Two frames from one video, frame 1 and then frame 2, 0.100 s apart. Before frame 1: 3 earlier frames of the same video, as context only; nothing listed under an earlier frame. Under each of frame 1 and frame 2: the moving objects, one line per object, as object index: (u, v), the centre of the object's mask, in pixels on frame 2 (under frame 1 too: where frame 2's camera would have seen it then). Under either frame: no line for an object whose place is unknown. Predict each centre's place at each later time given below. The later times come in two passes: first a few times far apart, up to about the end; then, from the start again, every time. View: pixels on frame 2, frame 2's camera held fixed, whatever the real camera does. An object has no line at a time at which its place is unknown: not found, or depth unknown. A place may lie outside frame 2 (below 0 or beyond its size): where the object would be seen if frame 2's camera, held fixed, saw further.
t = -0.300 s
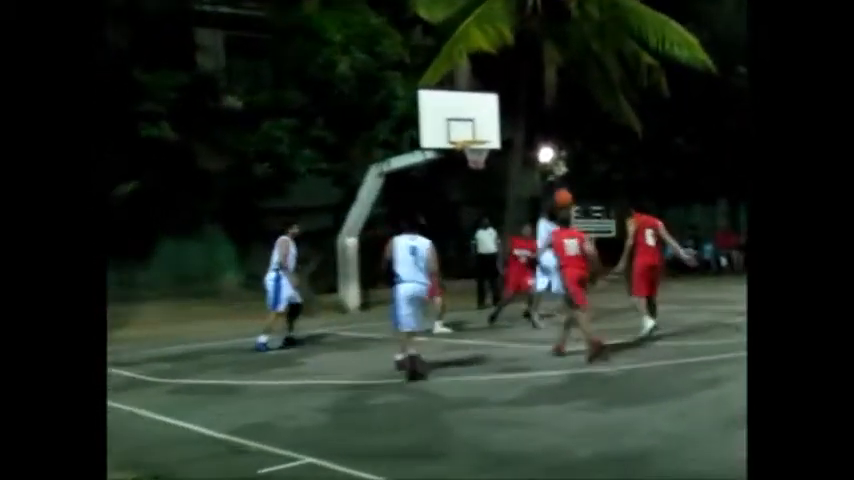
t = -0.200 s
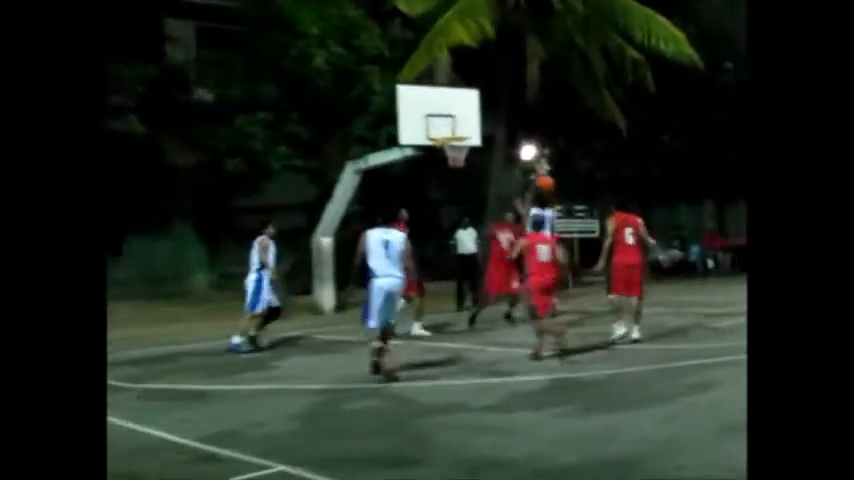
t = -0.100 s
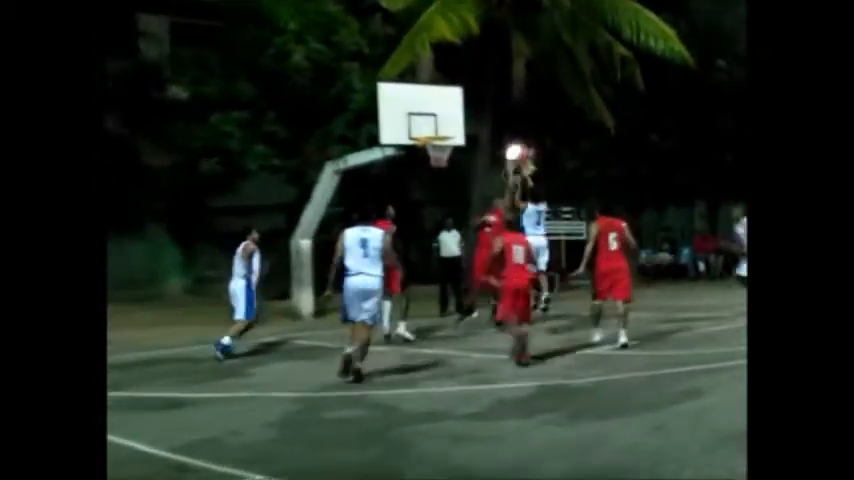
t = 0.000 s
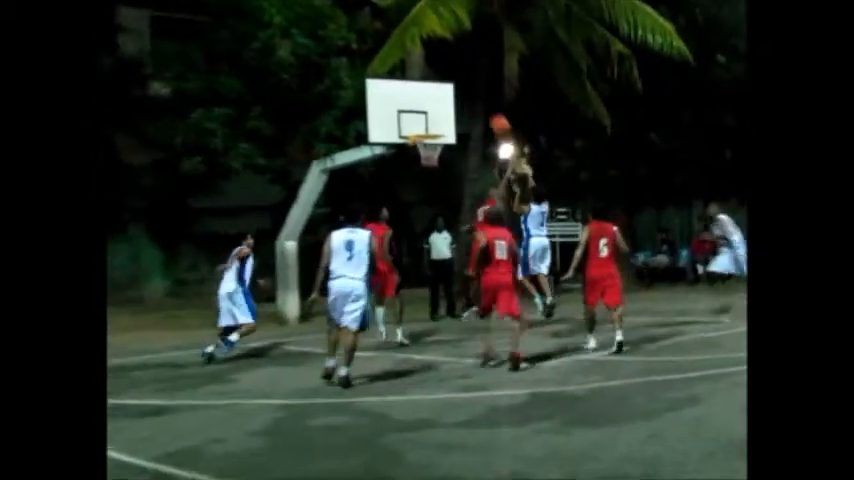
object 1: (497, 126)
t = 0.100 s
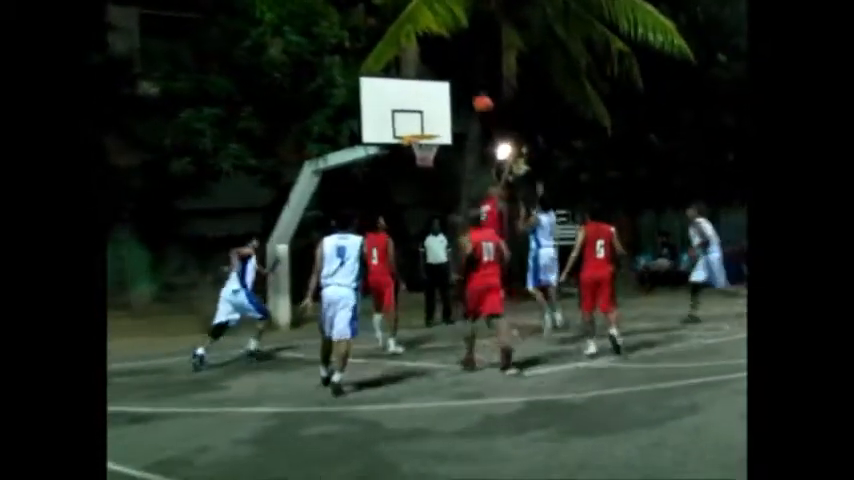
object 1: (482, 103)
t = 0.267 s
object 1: (460, 81)
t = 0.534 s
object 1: (432, 95)
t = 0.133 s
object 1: (477, 97)
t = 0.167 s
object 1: (472, 92)
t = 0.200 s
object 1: (468, 88)
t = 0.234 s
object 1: (464, 85)
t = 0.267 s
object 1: (460, 81)
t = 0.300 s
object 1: (457, 78)
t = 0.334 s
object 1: (454, 77)
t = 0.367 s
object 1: (450, 78)
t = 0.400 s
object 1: (447, 80)
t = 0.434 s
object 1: (443, 82)
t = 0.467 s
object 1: (438, 88)
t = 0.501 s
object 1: (434, 91)
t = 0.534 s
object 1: (432, 95)
